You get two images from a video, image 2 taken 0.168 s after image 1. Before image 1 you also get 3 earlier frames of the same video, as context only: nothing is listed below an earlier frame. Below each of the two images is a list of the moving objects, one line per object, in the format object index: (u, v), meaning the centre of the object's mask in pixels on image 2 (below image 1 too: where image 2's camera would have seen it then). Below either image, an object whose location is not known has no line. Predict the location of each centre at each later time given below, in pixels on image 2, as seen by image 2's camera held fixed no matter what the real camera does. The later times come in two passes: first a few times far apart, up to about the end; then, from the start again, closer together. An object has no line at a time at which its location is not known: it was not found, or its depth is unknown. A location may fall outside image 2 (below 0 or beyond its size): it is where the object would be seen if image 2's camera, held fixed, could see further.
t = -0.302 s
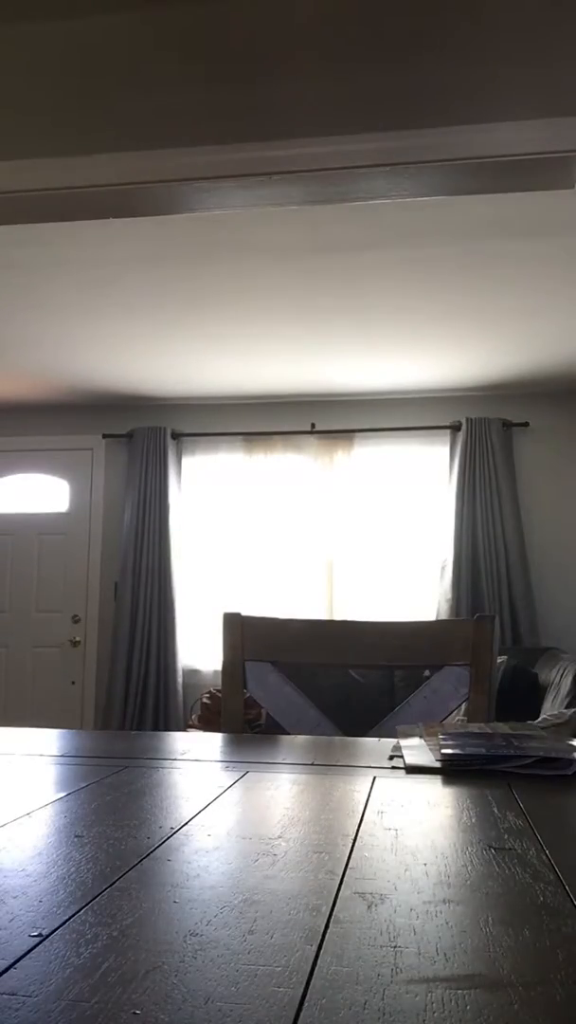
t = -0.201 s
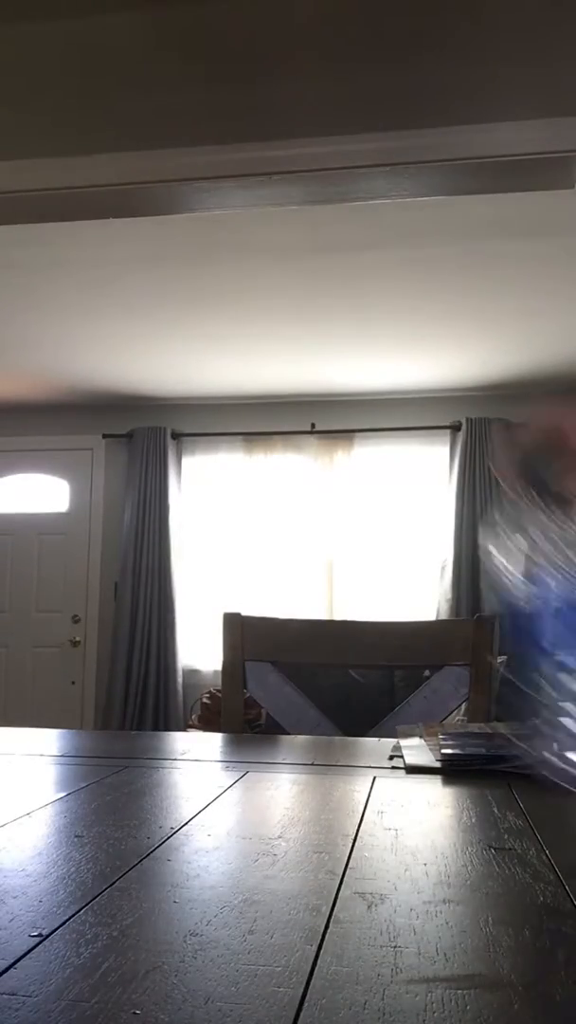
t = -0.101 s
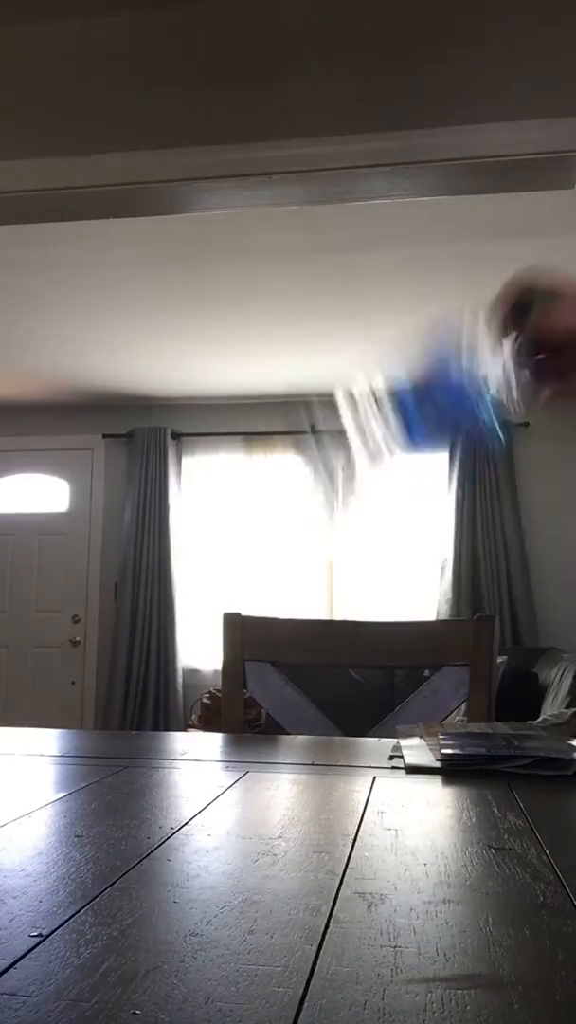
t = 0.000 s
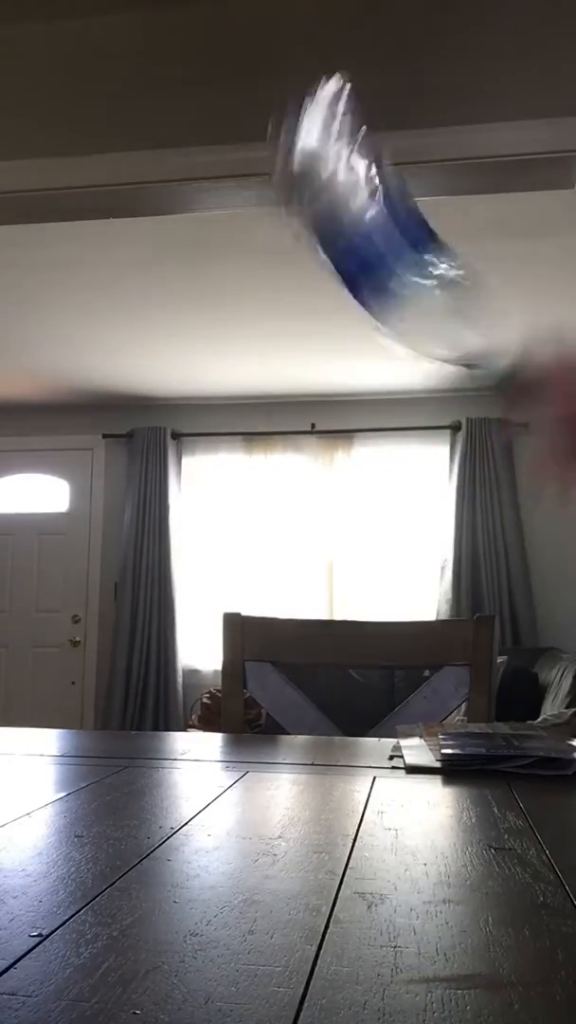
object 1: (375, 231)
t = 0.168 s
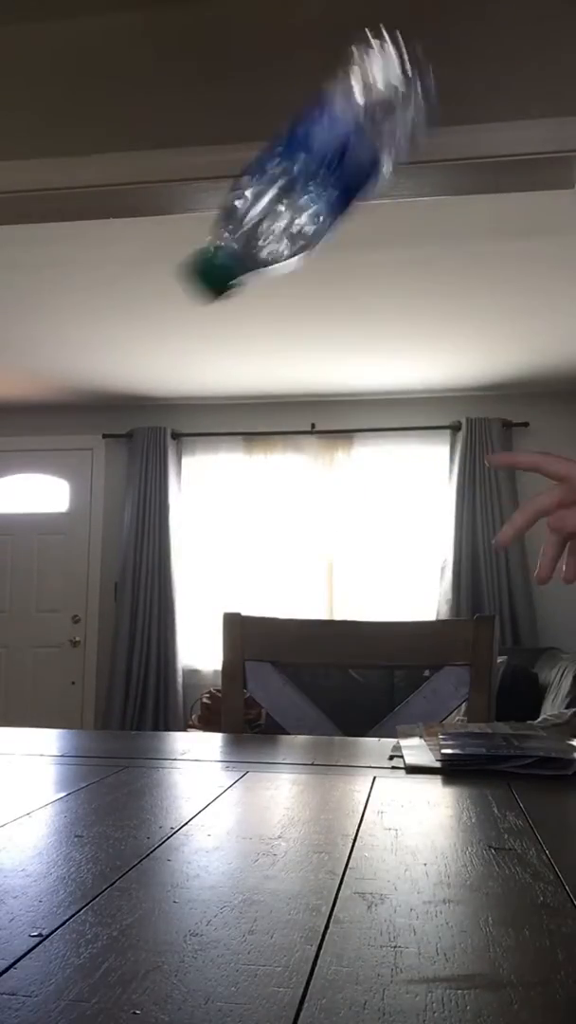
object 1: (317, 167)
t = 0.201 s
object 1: (310, 203)
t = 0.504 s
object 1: (238, 751)
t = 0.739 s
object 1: (219, 775)
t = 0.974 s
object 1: (220, 774)
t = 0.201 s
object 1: (310, 203)
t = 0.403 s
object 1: (274, 776)
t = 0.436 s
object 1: (258, 758)
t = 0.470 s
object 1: (246, 751)
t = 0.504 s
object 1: (238, 751)
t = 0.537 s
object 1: (233, 762)
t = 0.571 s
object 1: (221, 775)
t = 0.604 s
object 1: (219, 775)
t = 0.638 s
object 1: (219, 775)
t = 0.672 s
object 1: (220, 775)
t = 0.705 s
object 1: (220, 774)
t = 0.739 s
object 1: (219, 775)
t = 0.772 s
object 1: (220, 774)
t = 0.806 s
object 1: (220, 774)
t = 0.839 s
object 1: (220, 775)
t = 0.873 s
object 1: (220, 775)
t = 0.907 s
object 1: (220, 775)
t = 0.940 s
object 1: (220, 774)
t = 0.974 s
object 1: (220, 774)
